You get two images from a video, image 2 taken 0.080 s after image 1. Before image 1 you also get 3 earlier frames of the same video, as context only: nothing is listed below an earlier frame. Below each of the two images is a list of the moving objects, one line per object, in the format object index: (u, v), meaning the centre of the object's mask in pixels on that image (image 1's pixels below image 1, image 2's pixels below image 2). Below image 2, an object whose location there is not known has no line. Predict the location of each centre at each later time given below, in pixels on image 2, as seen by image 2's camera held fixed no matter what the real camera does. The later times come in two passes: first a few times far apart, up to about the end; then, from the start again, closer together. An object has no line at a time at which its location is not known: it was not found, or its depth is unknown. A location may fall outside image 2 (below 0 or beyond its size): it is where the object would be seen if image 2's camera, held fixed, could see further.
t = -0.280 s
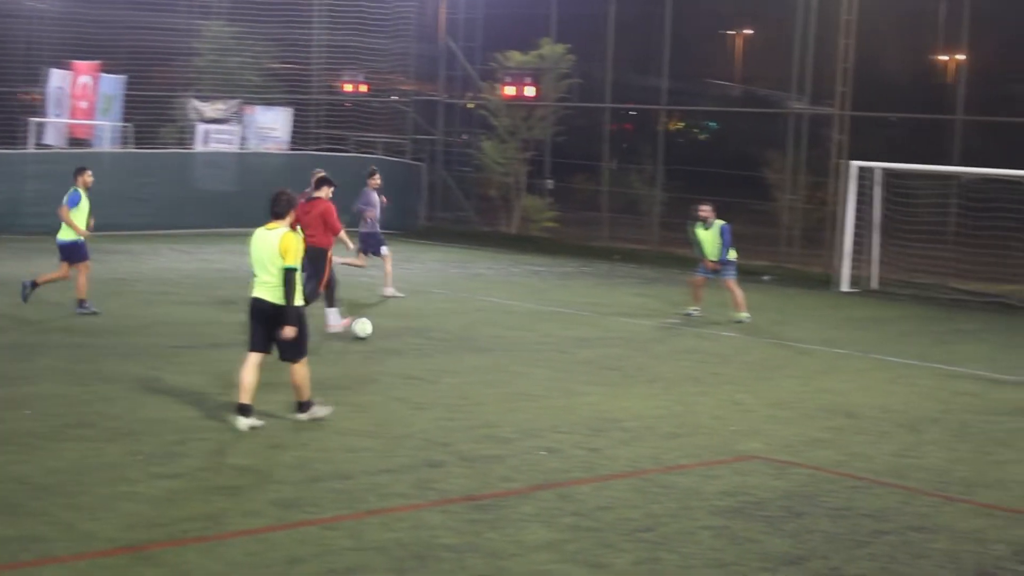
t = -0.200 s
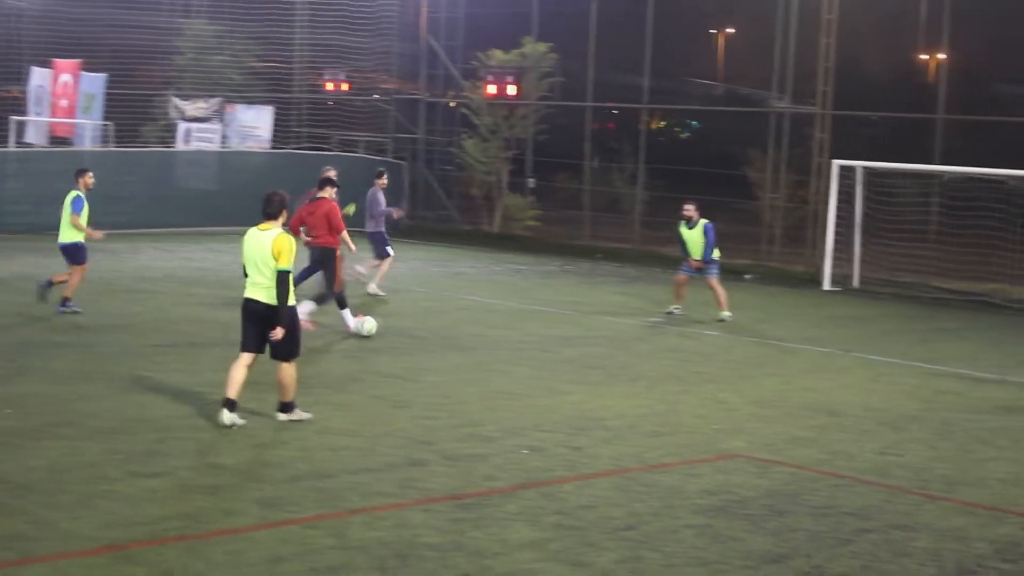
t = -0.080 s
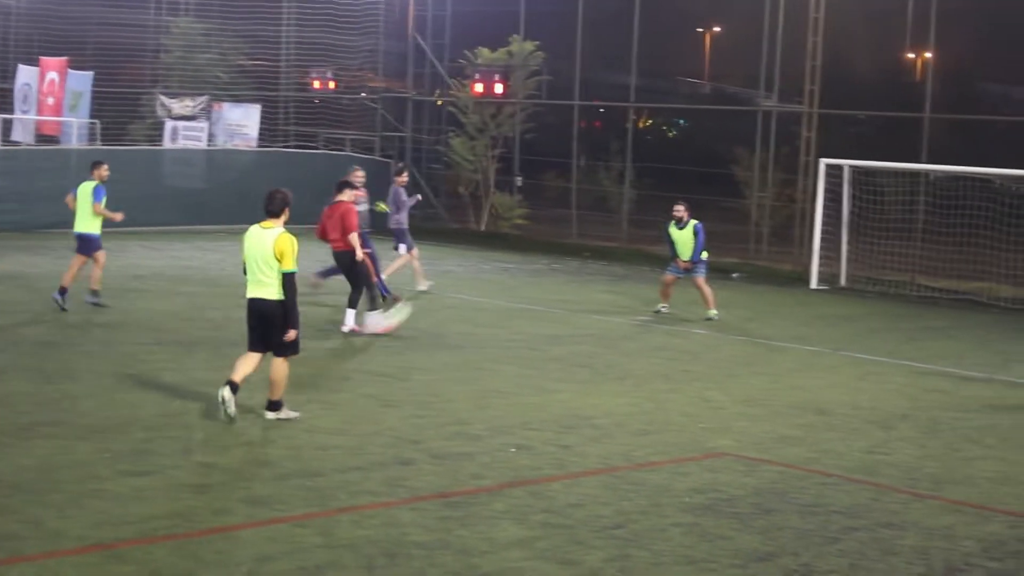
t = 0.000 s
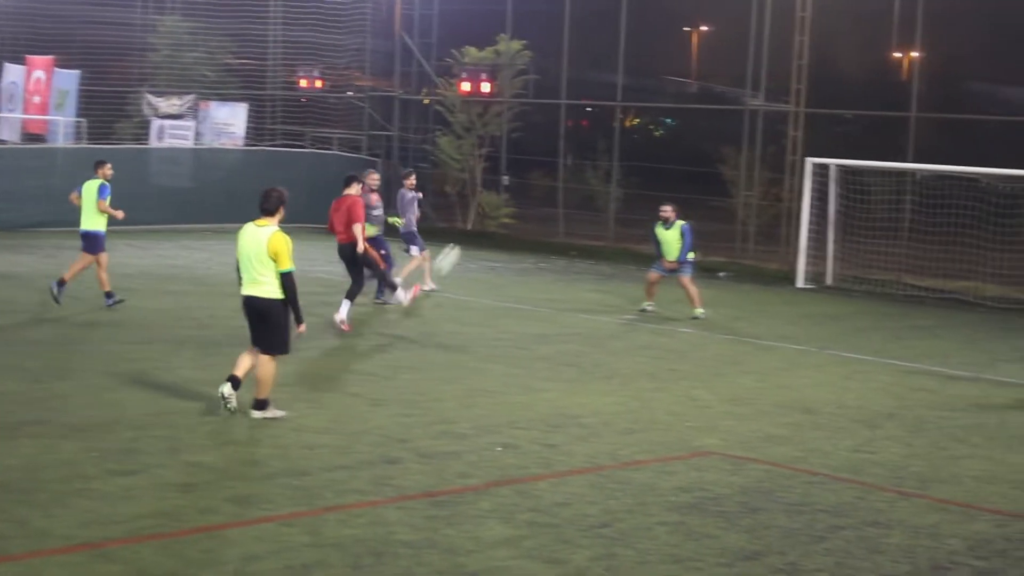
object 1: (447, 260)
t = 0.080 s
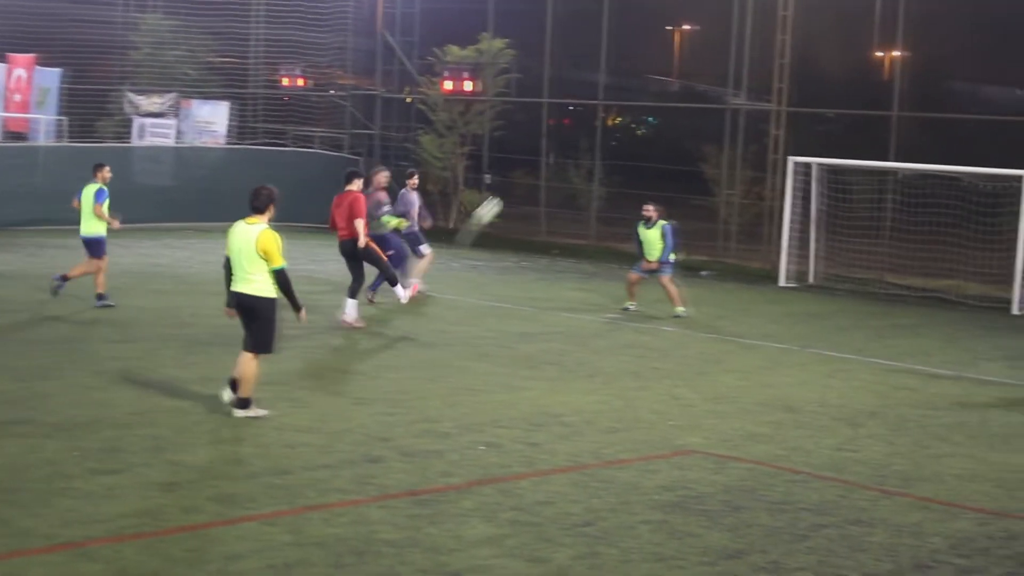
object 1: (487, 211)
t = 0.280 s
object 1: (613, 125)
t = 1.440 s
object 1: (923, 168)
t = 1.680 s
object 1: (917, 159)
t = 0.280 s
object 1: (613, 125)
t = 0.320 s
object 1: (627, 120)
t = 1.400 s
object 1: (925, 162)
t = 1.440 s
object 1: (923, 168)
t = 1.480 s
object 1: (921, 169)
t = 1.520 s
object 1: (920, 168)
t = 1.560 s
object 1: (920, 167)
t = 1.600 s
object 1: (918, 165)
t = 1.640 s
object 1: (918, 161)
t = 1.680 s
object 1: (917, 159)
